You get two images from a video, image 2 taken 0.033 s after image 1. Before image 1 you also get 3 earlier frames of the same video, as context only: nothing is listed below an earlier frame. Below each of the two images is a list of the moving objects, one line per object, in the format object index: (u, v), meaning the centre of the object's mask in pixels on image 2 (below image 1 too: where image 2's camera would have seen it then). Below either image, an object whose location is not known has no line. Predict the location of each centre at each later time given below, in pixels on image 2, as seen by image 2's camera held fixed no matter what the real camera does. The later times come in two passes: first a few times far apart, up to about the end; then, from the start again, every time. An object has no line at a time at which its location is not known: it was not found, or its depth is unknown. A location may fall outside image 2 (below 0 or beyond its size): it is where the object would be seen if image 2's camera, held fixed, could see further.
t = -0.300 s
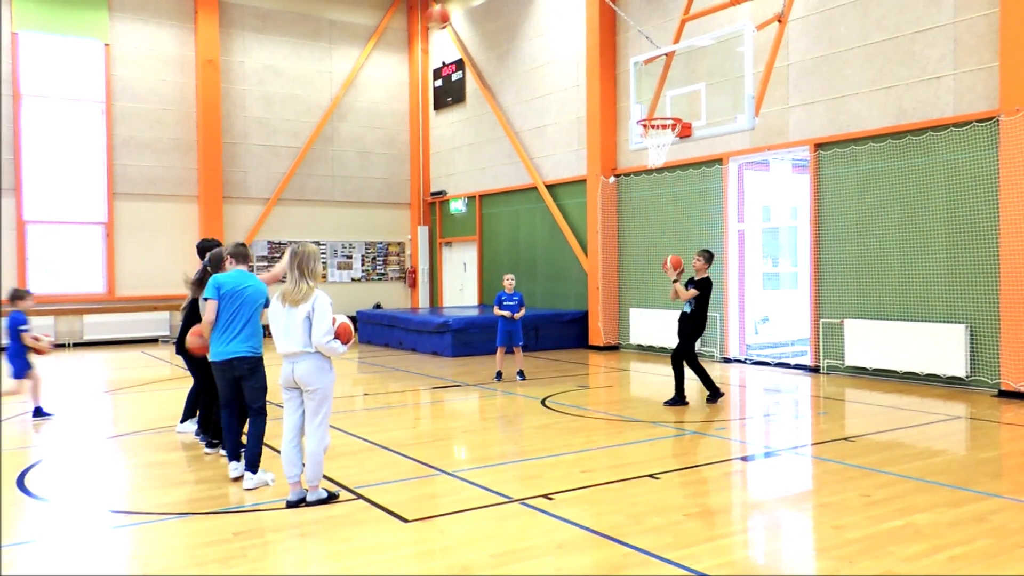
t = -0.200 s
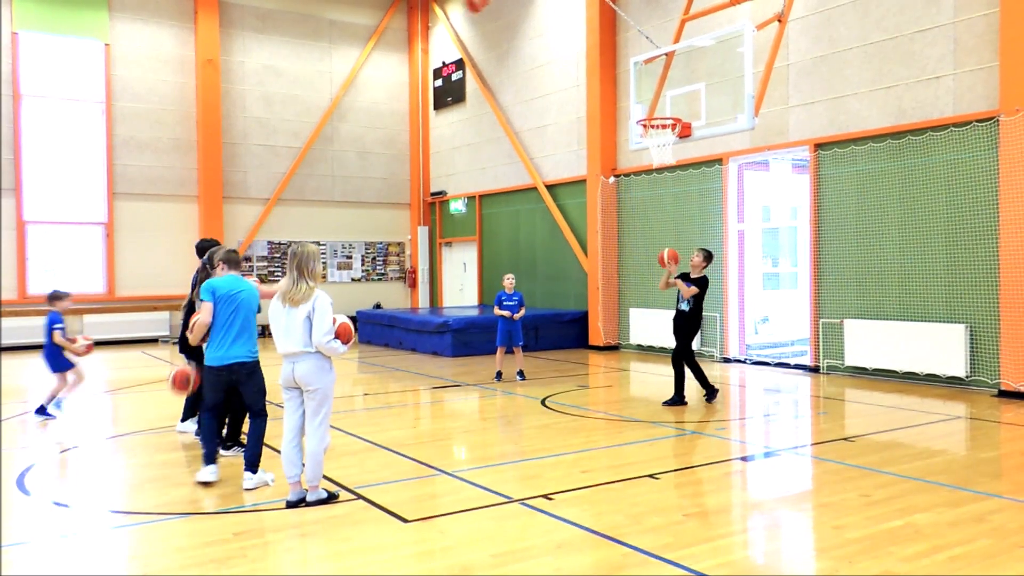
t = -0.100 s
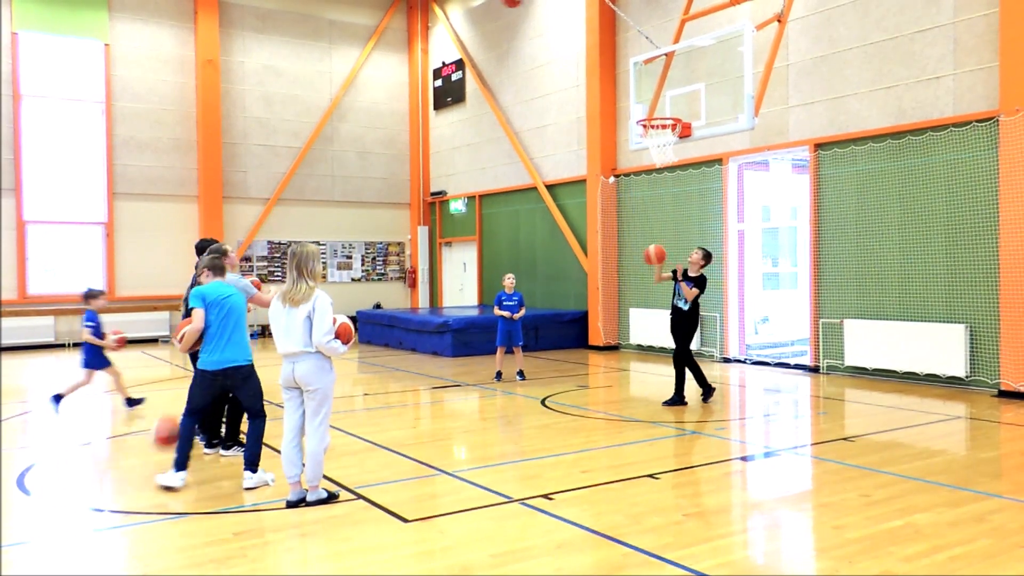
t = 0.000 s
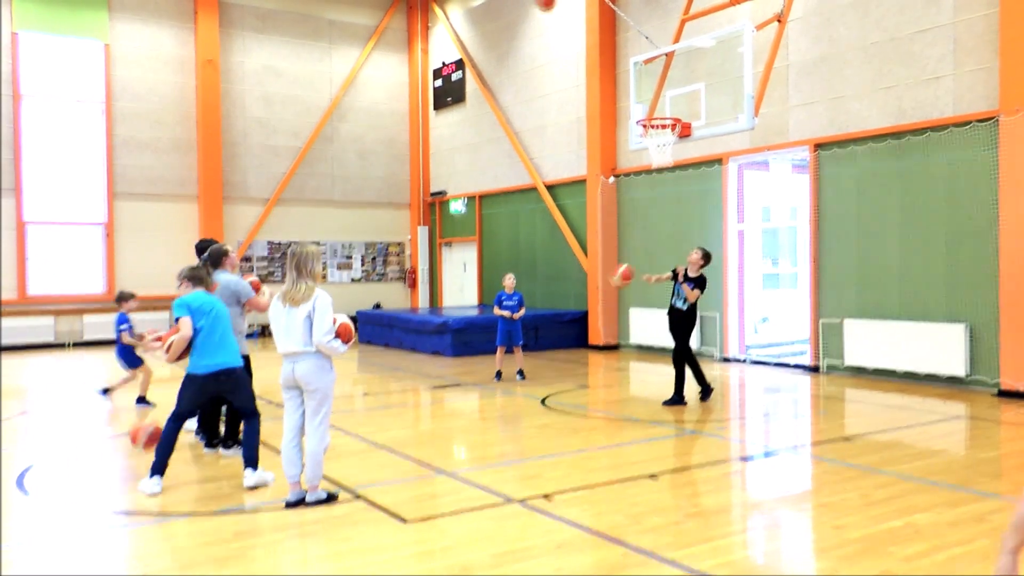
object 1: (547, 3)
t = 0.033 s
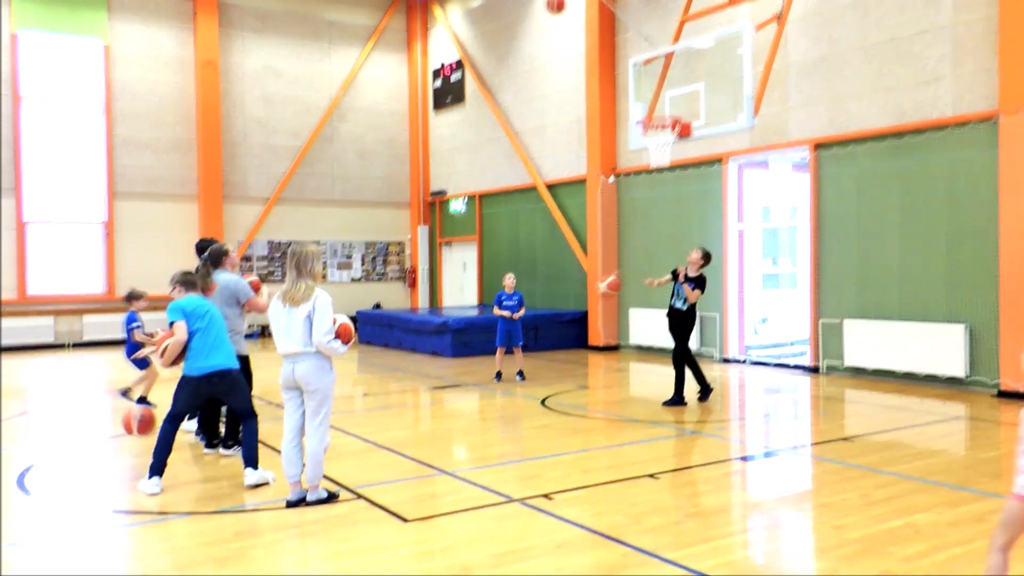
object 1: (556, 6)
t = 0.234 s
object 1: (617, 45)
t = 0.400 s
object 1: (663, 106)
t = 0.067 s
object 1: (567, 9)
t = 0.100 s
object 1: (577, 14)
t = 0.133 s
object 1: (588, 22)
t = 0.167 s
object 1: (598, 28)
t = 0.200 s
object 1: (607, 36)
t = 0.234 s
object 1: (617, 45)
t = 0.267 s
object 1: (627, 56)
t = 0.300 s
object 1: (636, 69)
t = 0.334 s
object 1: (645, 79)
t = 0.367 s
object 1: (654, 93)
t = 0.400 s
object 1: (663, 106)
